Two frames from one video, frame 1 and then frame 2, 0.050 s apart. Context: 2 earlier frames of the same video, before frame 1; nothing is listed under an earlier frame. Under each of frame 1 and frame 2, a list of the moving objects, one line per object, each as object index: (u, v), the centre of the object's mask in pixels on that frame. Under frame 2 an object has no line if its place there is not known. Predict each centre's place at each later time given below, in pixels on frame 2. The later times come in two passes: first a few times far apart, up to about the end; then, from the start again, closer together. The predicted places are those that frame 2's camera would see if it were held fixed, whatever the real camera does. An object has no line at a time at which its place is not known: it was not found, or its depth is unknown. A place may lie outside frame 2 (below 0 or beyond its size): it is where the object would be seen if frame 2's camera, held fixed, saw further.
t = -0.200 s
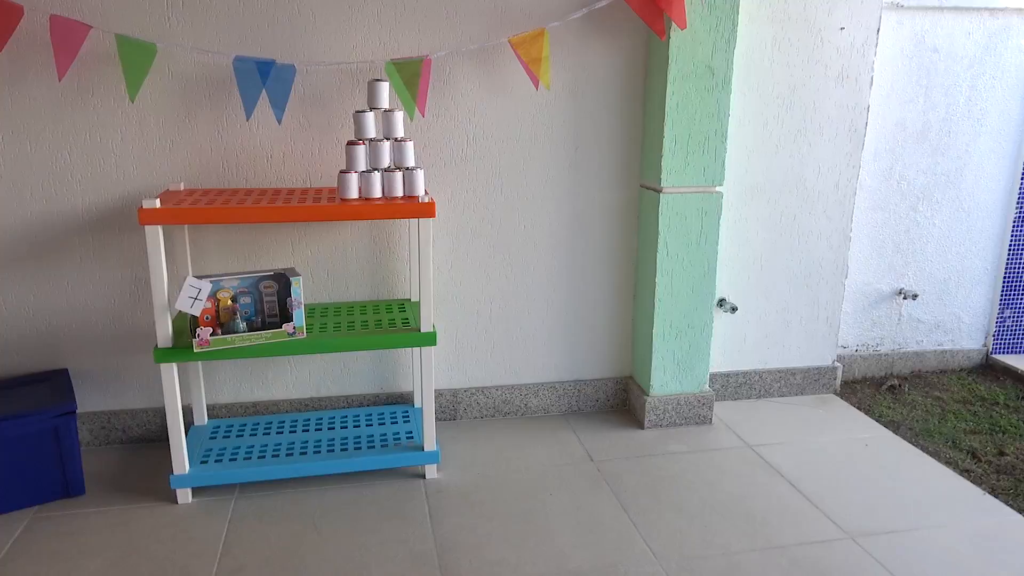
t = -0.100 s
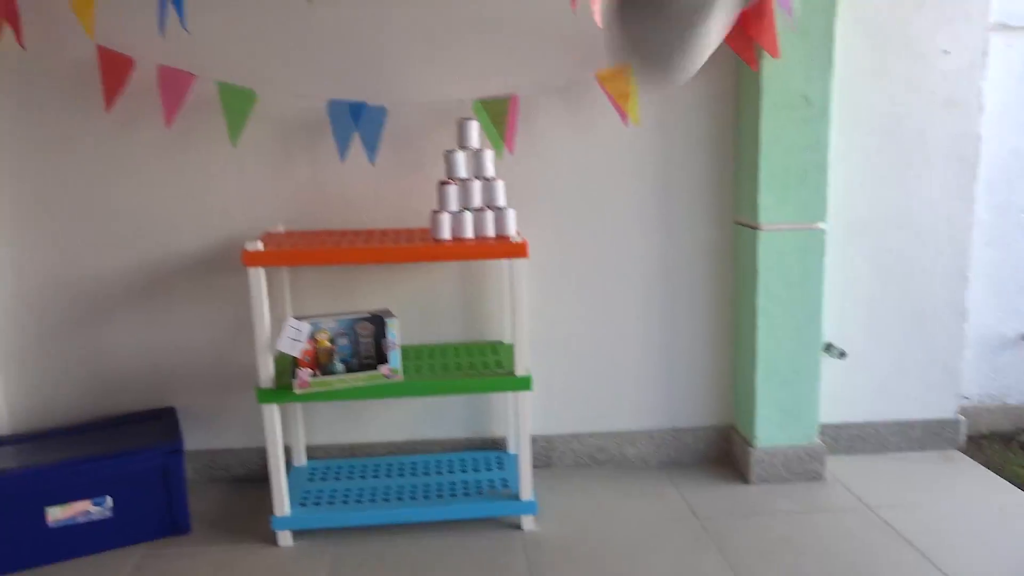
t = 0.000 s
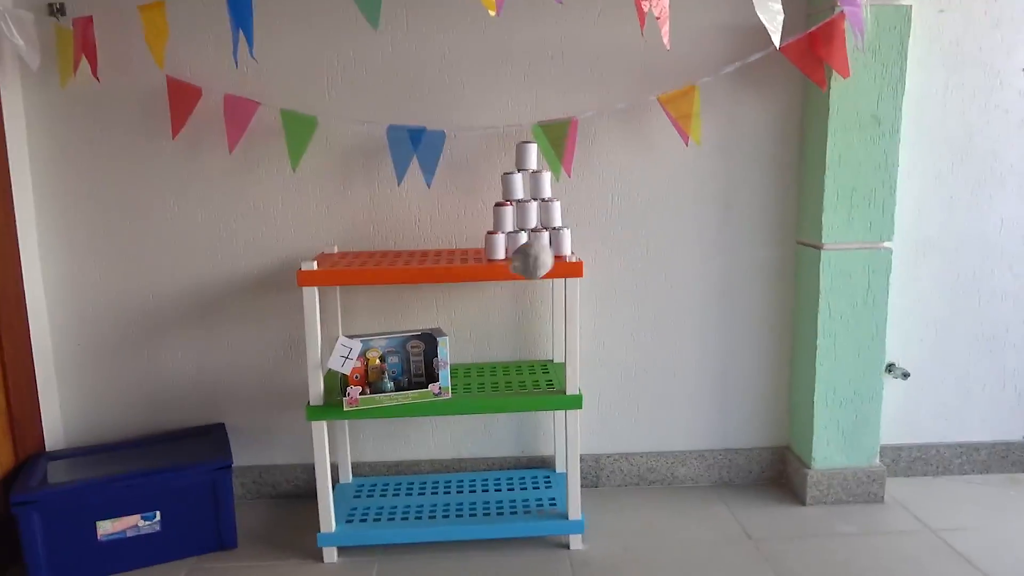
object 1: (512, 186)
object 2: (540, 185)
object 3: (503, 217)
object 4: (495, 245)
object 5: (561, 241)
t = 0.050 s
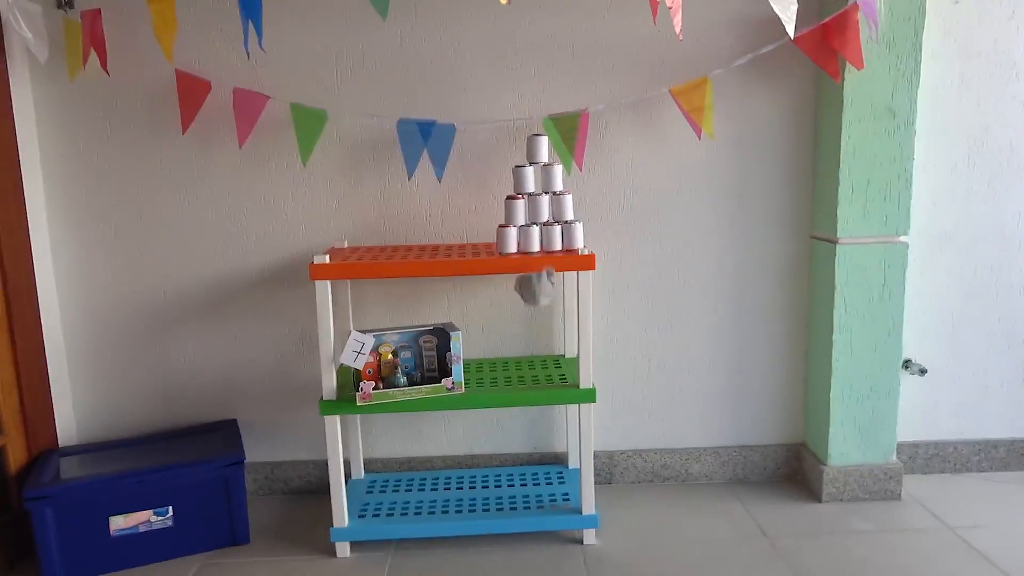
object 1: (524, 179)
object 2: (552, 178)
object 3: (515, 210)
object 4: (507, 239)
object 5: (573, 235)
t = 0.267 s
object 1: (521, 180)
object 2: (550, 179)
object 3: (511, 209)
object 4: (506, 238)
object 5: (574, 234)
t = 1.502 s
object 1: (390, 238)
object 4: (481, 243)
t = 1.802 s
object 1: (370, 239)
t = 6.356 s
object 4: (482, 243)
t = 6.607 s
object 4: (484, 244)
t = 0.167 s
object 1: (522, 178)
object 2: (550, 175)
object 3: (514, 209)
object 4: (506, 238)
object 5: (574, 234)
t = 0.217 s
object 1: (522, 179)
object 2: (550, 177)
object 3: (514, 209)
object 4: (506, 238)
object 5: (574, 233)
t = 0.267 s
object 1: (521, 180)
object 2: (550, 179)
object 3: (511, 209)
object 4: (506, 238)
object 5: (574, 234)
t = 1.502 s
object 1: (390, 238)
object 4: (481, 243)
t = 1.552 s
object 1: (386, 238)
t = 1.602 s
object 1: (383, 239)
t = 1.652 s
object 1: (379, 239)
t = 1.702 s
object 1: (376, 239)
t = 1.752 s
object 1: (373, 239)
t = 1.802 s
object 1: (370, 239)
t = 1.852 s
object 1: (367, 238)
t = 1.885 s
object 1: (366, 238)
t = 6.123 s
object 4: (481, 242)
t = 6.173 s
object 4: (481, 242)
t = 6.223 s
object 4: (481, 242)
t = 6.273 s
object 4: (481, 242)
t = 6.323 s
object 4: (482, 243)
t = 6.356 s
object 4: (482, 243)
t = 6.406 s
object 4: (482, 243)
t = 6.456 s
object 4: (483, 244)
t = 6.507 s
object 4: (483, 244)
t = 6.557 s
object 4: (483, 244)
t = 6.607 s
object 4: (484, 244)
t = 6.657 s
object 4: (483, 244)
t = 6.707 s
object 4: (484, 244)
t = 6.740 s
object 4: (484, 244)
